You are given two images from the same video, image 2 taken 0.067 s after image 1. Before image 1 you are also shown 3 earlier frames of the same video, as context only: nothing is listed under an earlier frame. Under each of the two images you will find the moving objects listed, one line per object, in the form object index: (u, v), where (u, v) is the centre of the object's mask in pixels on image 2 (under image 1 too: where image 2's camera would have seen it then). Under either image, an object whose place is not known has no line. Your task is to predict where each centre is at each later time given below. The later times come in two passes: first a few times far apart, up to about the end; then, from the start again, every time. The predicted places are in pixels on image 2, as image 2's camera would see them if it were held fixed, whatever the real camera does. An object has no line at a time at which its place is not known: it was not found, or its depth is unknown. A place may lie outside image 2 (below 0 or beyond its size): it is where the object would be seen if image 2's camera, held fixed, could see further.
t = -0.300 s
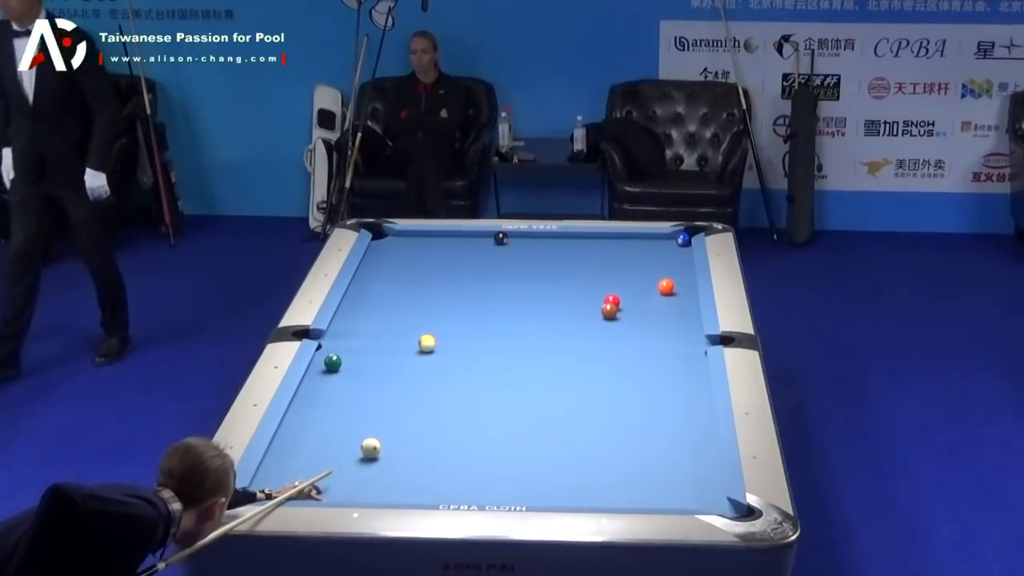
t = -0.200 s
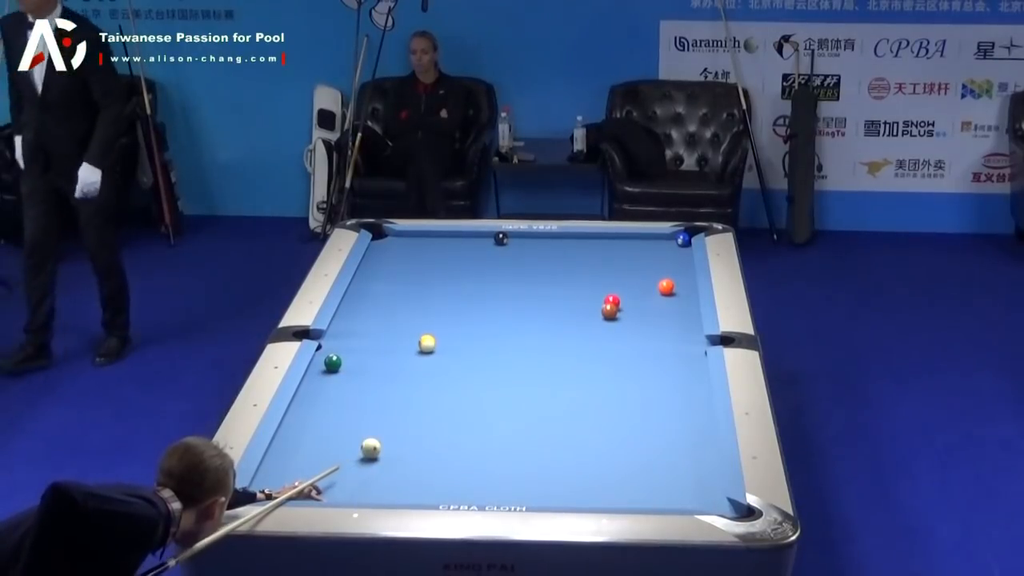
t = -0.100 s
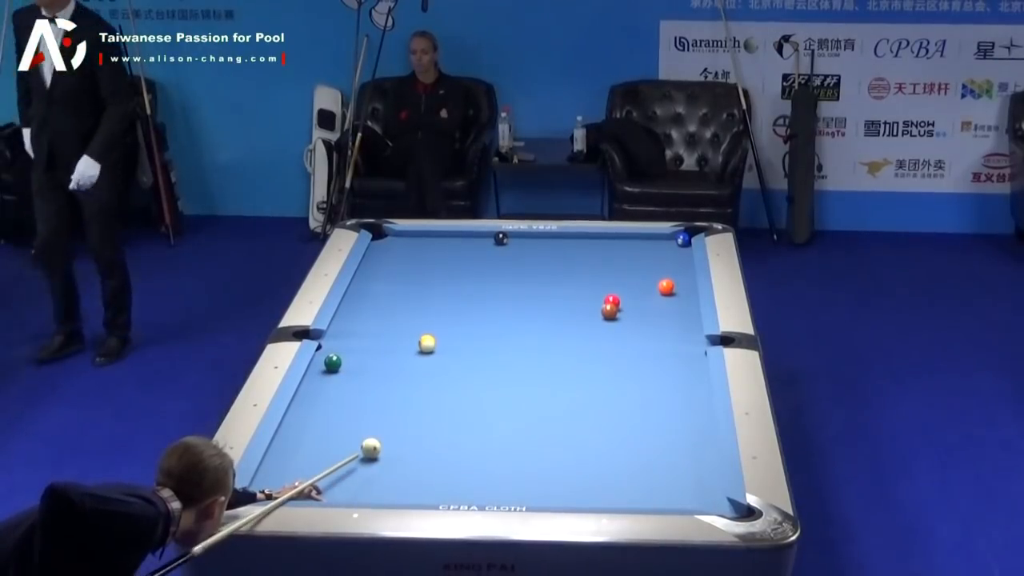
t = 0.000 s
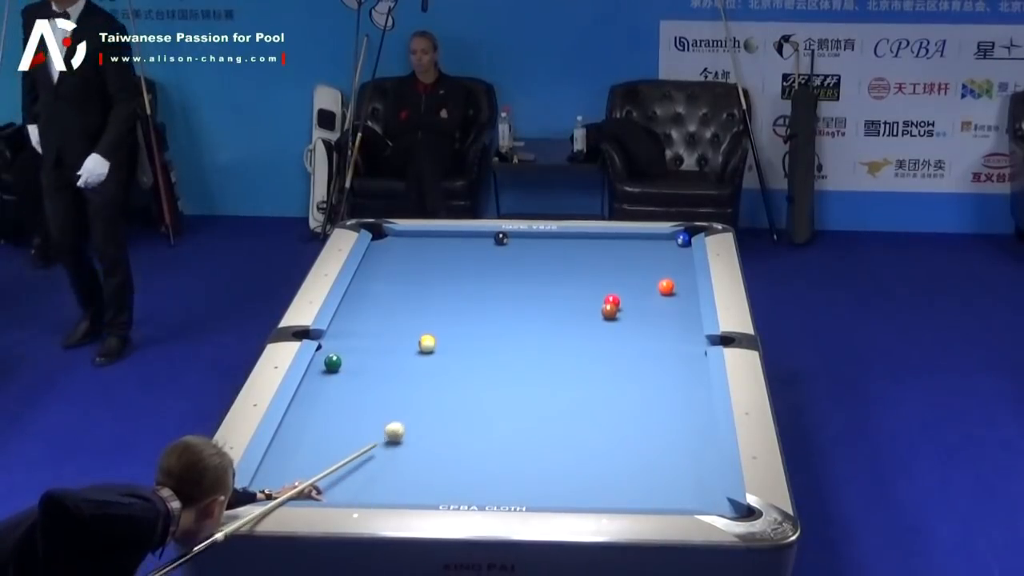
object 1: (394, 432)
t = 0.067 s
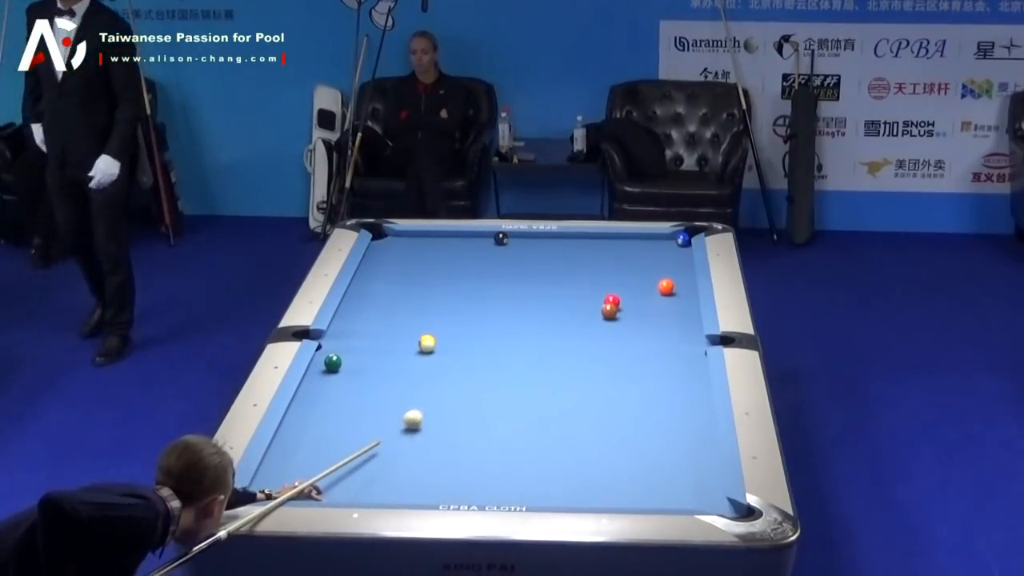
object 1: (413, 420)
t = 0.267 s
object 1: (457, 389)
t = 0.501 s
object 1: (503, 358)
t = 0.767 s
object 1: (549, 326)
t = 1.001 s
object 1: (585, 301)
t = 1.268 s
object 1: (622, 275)
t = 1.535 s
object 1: (656, 252)
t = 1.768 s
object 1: (664, 238)
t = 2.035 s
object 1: (653, 242)
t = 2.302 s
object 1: (643, 247)
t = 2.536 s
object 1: (633, 253)
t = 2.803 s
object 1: (623, 258)
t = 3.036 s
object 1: (615, 263)
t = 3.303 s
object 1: (605, 268)
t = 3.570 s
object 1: (597, 273)
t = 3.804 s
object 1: (590, 276)
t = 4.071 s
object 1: (582, 280)
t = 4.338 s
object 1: (576, 284)
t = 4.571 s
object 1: (570, 288)
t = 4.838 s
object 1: (565, 291)
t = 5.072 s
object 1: (560, 293)
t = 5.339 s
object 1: (556, 296)
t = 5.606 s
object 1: (553, 298)
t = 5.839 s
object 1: (550, 299)
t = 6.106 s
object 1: (549, 301)
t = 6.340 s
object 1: (548, 301)
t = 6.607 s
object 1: (547, 301)
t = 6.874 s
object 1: (546, 302)
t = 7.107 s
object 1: (546, 302)
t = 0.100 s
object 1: (421, 413)
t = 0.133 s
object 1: (429, 409)
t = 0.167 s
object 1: (436, 404)
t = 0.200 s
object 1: (443, 399)
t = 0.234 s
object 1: (450, 394)
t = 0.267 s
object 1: (457, 389)
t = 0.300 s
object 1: (464, 385)
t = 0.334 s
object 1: (471, 380)
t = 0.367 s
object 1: (477, 376)
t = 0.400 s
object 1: (484, 372)
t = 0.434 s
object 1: (490, 367)
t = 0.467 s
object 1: (497, 362)
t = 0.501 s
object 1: (503, 358)
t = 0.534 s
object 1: (509, 354)
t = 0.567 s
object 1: (515, 350)
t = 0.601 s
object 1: (521, 346)
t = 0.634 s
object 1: (527, 342)
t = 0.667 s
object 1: (532, 338)
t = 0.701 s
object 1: (538, 334)
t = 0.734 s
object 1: (543, 330)
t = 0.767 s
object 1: (549, 326)
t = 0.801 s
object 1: (554, 322)
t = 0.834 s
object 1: (559, 319)
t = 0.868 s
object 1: (565, 315)
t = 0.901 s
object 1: (570, 312)
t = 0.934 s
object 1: (575, 308)
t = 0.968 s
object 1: (580, 305)
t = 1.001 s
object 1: (585, 301)
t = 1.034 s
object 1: (590, 297)
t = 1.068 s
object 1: (594, 294)
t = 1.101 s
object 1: (599, 290)
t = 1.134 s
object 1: (604, 287)
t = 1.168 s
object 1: (609, 284)
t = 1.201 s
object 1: (613, 281)
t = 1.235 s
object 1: (618, 278)
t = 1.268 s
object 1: (622, 275)
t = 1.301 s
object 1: (627, 272)
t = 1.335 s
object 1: (631, 269)
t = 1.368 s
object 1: (635, 266)
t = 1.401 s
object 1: (639, 263)
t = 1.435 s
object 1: (643, 261)
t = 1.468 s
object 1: (647, 258)
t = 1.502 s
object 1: (652, 255)
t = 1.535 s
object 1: (656, 252)
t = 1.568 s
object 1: (660, 250)
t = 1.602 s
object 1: (664, 247)
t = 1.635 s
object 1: (668, 244)
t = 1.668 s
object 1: (671, 242)
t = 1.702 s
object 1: (669, 240)
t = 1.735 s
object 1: (666, 239)
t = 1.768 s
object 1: (664, 238)
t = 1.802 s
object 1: (663, 237)
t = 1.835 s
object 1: (662, 237)
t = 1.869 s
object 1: (660, 238)
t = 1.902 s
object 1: (659, 239)
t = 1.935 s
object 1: (657, 239)
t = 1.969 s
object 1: (656, 240)
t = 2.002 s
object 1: (655, 241)
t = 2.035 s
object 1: (653, 242)
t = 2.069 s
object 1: (652, 242)
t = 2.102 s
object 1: (651, 243)
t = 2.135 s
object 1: (649, 244)
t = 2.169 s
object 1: (647, 245)
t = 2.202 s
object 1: (646, 245)
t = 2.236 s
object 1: (645, 246)
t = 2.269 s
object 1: (644, 247)
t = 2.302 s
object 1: (643, 247)
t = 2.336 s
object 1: (641, 248)
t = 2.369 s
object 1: (640, 249)
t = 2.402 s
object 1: (638, 250)
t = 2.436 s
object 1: (637, 250)
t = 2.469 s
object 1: (636, 251)
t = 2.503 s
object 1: (634, 252)
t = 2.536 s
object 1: (633, 253)
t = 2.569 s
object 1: (632, 253)
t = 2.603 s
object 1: (630, 254)
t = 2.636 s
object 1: (629, 255)
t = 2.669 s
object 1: (628, 256)
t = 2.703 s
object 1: (626, 256)
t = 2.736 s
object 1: (625, 257)
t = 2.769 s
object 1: (624, 258)
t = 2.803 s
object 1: (623, 258)
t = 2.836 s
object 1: (622, 259)
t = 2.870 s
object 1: (620, 260)
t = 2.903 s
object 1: (619, 260)
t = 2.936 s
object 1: (618, 261)
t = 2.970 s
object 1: (617, 262)
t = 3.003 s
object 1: (616, 262)
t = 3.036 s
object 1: (615, 263)
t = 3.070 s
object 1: (613, 264)
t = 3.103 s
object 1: (612, 264)
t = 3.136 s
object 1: (611, 265)
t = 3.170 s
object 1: (610, 265)
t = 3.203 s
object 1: (609, 266)
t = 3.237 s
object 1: (608, 267)
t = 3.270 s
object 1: (606, 267)
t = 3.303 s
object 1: (605, 268)
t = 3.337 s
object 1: (604, 269)
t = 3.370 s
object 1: (603, 269)
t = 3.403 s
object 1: (602, 270)
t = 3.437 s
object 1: (601, 270)
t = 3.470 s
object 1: (600, 271)
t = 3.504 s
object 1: (599, 271)
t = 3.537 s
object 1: (598, 272)
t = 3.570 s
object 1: (597, 273)
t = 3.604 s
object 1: (596, 273)
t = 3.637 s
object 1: (595, 274)
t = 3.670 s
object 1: (594, 274)
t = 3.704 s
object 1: (593, 275)
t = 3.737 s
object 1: (592, 275)
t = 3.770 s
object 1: (591, 276)
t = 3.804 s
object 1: (590, 276)
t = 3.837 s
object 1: (589, 277)
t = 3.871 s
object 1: (588, 278)
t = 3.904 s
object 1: (587, 278)
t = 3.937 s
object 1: (586, 278)
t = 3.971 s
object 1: (585, 279)
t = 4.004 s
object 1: (584, 279)
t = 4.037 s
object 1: (583, 280)
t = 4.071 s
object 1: (582, 280)
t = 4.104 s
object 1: (582, 281)
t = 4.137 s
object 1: (581, 282)
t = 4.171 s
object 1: (580, 282)
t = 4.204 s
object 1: (579, 282)
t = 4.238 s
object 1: (578, 283)
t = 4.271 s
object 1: (577, 283)
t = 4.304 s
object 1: (576, 284)
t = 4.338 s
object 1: (576, 284)
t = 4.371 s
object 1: (575, 285)
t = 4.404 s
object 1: (574, 285)
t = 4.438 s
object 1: (573, 286)
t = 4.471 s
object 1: (572, 286)
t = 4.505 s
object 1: (572, 287)
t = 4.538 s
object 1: (571, 287)
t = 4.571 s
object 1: (570, 288)
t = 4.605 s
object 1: (569, 288)
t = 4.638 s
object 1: (569, 288)
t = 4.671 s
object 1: (568, 289)
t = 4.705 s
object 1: (567, 289)
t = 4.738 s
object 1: (567, 290)
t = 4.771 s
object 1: (566, 290)
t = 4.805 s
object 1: (565, 290)
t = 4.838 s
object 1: (565, 291)
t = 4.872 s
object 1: (564, 291)
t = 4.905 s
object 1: (563, 291)
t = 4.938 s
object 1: (563, 292)
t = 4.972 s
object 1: (562, 292)
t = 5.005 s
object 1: (561, 293)
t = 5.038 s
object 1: (561, 293)
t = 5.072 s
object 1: (560, 293)
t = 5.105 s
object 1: (560, 294)
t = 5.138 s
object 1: (559, 294)
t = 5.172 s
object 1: (559, 294)
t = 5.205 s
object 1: (558, 295)
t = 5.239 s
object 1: (558, 295)
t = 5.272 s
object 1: (557, 295)
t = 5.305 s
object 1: (557, 295)
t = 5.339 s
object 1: (556, 296)
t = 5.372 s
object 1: (556, 296)
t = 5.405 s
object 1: (555, 296)
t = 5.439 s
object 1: (555, 297)
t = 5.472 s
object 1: (554, 297)
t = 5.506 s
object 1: (554, 297)
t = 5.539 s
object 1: (554, 297)
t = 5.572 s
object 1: (553, 298)
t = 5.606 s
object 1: (553, 298)
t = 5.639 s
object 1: (552, 298)
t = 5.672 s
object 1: (552, 298)
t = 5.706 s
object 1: (552, 298)
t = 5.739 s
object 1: (552, 299)
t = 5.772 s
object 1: (551, 299)
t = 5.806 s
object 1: (551, 299)
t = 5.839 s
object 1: (550, 299)
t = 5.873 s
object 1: (550, 300)
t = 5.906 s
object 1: (550, 300)
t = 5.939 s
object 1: (550, 300)
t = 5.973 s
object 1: (550, 300)
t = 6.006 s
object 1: (549, 300)
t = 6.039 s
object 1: (549, 300)
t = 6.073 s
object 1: (549, 300)
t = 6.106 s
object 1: (549, 301)
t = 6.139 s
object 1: (549, 301)
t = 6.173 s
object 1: (549, 301)
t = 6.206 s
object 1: (548, 301)
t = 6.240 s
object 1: (548, 301)
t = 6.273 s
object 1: (548, 301)
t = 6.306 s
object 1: (548, 301)
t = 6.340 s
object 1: (548, 301)
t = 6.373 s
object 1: (548, 301)
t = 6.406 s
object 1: (547, 301)
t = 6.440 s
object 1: (547, 301)
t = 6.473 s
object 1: (547, 301)
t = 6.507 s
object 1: (547, 301)
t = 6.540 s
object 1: (547, 301)
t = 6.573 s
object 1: (547, 301)
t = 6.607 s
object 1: (547, 301)
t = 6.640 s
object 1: (547, 301)
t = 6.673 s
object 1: (547, 301)
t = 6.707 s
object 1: (547, 302)
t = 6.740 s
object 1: (547, 302)
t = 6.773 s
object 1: (547, 301)
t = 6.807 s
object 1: (547, 301)
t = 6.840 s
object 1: (547, 302)
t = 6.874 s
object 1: (546, 302)
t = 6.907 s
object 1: (547, 302)
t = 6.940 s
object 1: (546, 301)
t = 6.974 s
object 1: (546, 302)
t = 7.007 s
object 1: (546, 302)
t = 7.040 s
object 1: (547, 302)
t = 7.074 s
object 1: (547, 302)
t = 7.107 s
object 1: (546, 302)
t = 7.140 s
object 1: (546, 302)
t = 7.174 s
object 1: (546, 302)
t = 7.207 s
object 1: (546, 302)
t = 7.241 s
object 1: (546, 302)
